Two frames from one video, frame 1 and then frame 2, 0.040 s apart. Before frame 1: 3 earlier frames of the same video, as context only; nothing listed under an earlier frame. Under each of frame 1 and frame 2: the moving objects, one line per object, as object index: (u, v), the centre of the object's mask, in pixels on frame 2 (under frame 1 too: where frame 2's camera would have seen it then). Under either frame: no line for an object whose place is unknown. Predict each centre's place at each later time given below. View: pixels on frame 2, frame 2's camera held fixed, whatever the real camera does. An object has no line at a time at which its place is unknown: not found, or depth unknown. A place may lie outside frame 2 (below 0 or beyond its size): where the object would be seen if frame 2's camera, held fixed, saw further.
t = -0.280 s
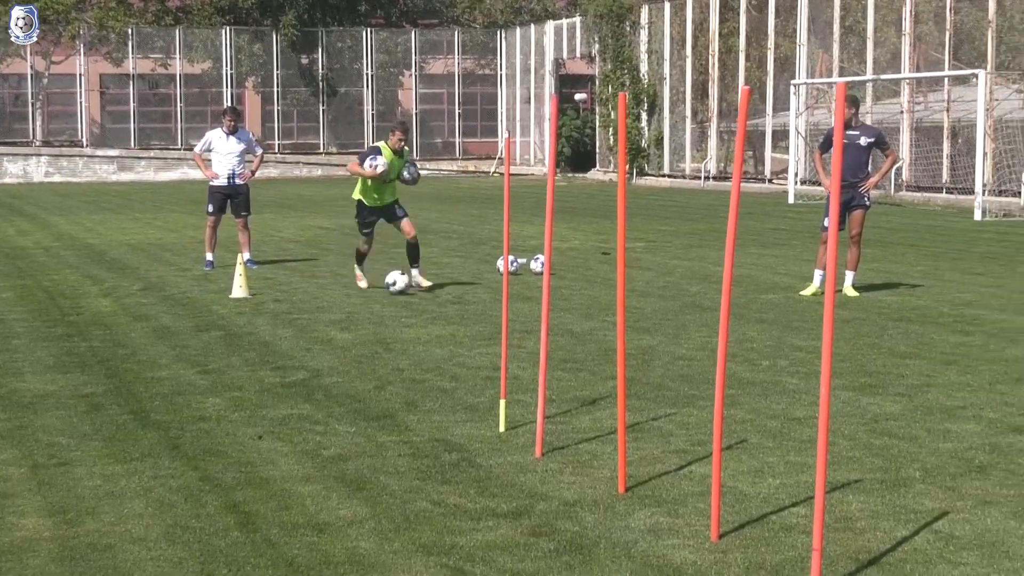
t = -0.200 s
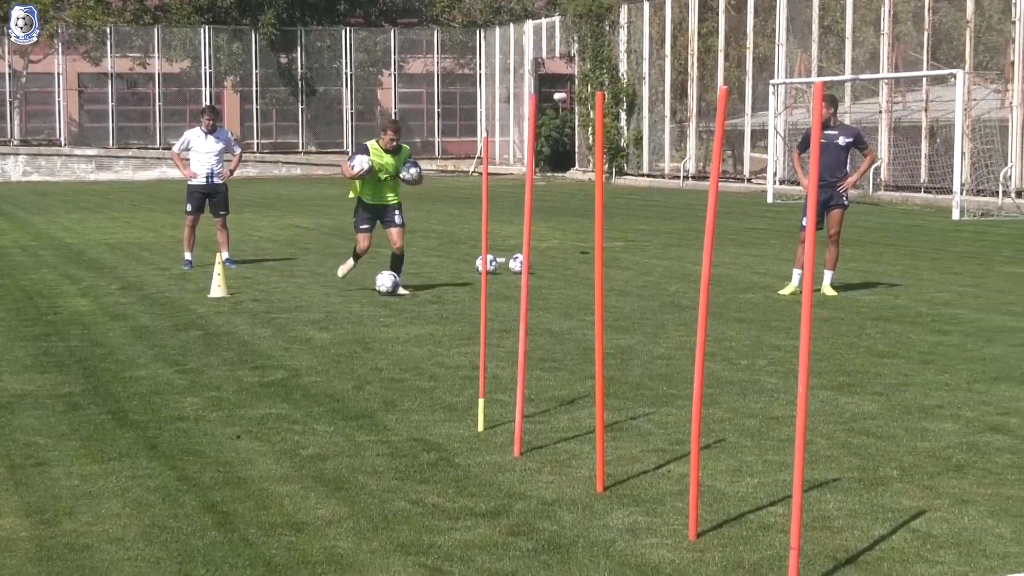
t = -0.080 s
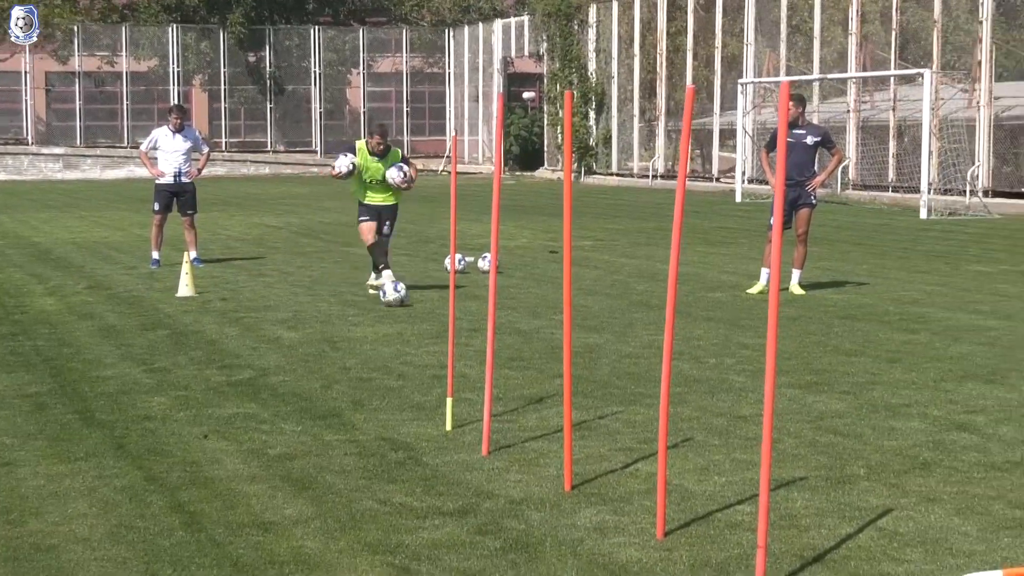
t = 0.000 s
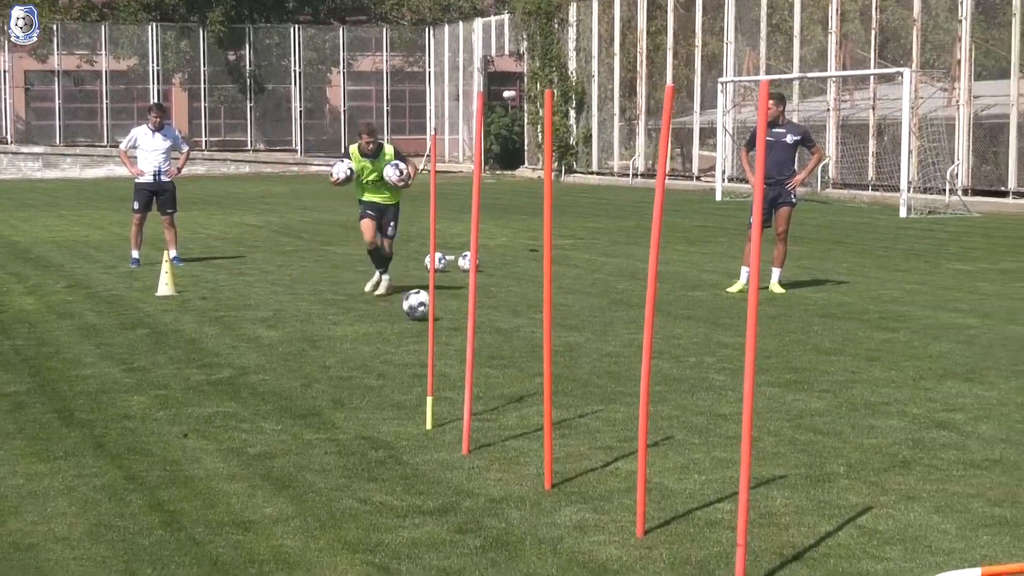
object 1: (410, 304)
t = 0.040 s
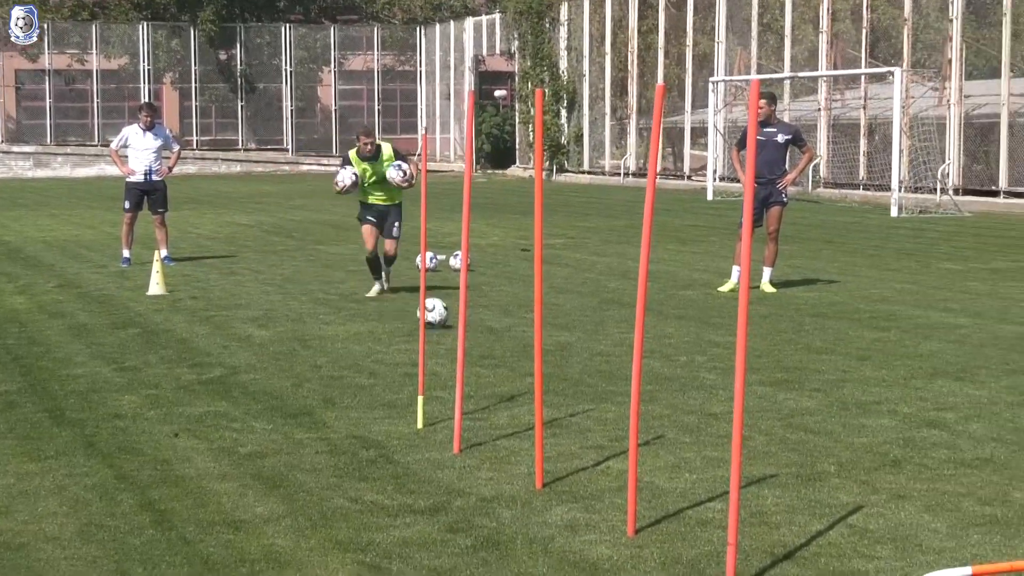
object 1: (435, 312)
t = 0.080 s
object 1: (454, 321)
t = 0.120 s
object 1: (478, 329)
